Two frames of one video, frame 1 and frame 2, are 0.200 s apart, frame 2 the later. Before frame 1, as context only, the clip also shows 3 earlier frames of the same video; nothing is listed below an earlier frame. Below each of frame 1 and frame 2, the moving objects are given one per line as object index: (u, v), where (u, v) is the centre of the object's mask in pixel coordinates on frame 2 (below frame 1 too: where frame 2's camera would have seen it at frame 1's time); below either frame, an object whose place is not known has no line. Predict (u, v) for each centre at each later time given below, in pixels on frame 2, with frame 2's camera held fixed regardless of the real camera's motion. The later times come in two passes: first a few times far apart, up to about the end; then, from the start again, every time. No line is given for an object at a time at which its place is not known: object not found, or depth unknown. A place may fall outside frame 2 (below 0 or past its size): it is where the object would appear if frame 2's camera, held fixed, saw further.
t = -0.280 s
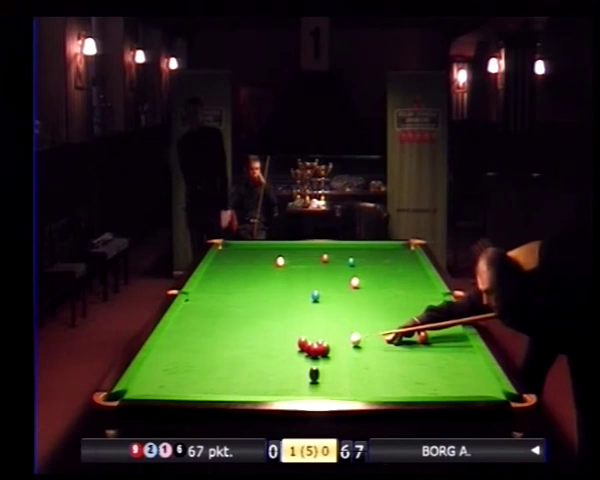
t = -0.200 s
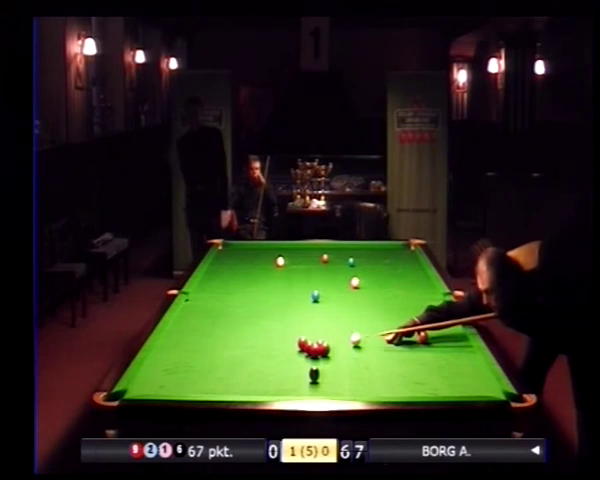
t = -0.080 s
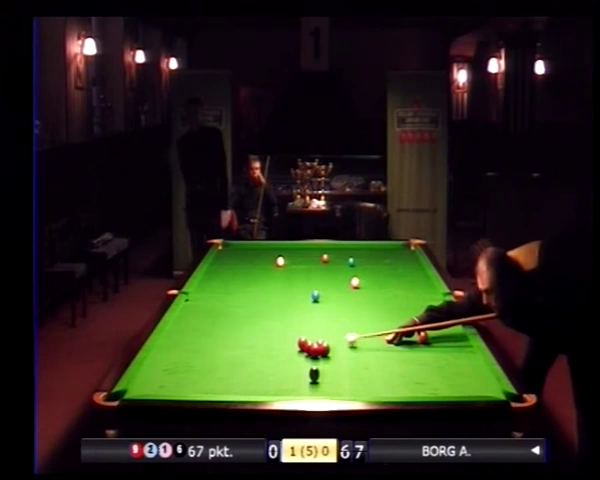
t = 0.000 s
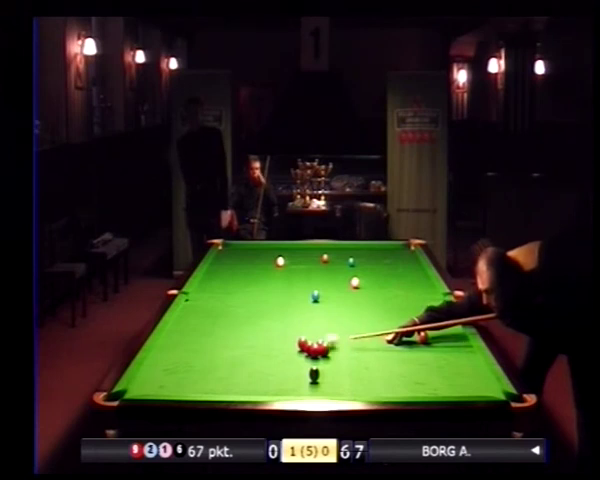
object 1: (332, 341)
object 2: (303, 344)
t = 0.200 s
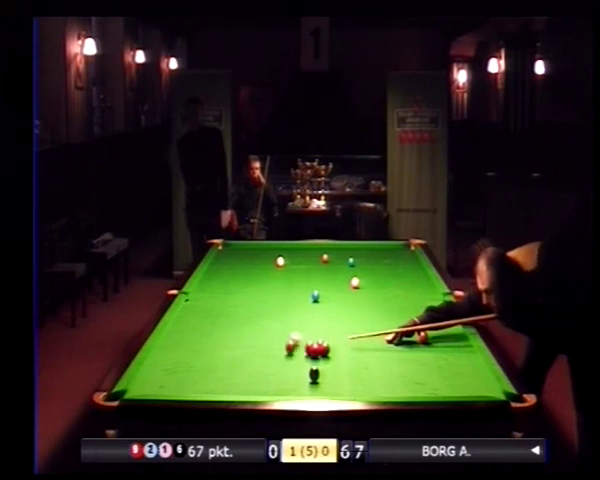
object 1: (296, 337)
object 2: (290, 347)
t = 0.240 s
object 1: (290, 335)
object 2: (286, 348)
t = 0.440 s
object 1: (263, 333)
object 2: (268, 354)
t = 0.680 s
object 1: (233, 328)
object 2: (247, 361)
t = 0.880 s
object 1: (209, 324)
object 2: (229, 367)
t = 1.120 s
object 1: (183, 320)
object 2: (207, 374)
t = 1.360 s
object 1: (194, 317)
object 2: (185, 381)
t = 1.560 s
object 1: (209, 314)
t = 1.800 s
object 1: (228, 312)
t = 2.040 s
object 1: (244, 310)
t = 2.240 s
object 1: (258, 308)
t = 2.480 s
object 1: (273, 306)
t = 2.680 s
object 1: (284, 304)
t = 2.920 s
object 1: (298, 303)
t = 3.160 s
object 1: (310, 301)
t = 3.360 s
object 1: (320, 300)
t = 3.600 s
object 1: (331, 299)
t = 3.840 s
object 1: (341, 298)
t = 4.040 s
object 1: (348, 297)
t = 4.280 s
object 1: (358, 295)
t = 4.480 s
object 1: (364, 294)
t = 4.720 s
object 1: (371, 293)
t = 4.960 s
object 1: (378, 292)
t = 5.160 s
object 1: (383, 291)
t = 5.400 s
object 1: (389, 291)
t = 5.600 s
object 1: (393, 290)
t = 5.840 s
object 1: (397, 290)
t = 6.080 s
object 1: (400, 289)
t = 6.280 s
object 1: (403, 289)
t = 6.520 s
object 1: (406, 289)
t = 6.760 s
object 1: (408, 288)
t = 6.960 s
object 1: (409, 288)
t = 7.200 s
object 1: (410, 288)
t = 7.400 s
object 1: (410, 288)
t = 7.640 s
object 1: (410, 288)
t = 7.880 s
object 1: (410, 288)
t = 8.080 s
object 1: (410, 288)
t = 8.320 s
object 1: (410, 288)
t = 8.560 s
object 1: (410, 288)
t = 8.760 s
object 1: (410, 288)
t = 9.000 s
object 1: (410, 288)
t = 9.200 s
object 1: (410, 288)
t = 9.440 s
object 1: (410, 288)
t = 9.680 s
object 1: (410, 288)
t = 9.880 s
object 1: (410, 288)
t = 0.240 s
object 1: (290, 335)
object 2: (286, 348)
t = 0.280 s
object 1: (285, 335)
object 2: (282, 349)
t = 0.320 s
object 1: (279, 335)
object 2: (279, 350)
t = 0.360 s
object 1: (274, 335)
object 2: (276, 352)
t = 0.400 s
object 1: (269, 334)
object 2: (272, 353)
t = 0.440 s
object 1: (263, 333)
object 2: (268, 354)
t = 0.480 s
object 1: (258, 332)
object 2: (264, 356)
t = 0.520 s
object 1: (253, 331)
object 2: (261, 357)
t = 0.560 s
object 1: (248, 330)
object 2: (258, 358)
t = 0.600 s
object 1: (243, 330)
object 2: (254, 359)
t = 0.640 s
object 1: (238, 329)
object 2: (250, 360)
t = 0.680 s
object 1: (233, 328)
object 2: (247, 361)
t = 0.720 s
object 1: (228, 327)
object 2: (244, 362)
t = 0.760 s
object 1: (224, 327)
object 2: (240, 364)
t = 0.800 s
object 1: (218, 326)
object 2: (236, 365)
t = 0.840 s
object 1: (214, 325)
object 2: (233, 366)
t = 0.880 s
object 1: (209, 324)
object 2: (229, 367)
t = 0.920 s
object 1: (205, 324)
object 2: (226, 368)
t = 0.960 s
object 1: (200, 323)
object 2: (222, 369)
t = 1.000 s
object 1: (196, 322)
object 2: (218, 371)
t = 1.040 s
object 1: (192, 322)
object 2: (214, 372)
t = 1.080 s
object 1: (187, 321)
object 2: (211, 372)
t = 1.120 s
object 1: (183, 320)
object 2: (207, 374)
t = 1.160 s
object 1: (179, 319)
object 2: (204, 375)
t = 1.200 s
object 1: (180, 319)
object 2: (200, 376)
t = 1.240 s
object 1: (184, 318)
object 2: (196, 377)
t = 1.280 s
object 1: (187, 318)
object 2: (193, 379)
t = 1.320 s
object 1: (191, 317)
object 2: (189, 380)
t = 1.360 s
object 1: (194, 317)
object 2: (185, 381)
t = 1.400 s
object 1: (197, 316)
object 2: (182, 382)
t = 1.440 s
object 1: (200, 316)
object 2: (178, 383)
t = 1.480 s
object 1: (203, 315)
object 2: (174, 384)
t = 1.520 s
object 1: (206, 315)
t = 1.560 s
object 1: (209, 314)
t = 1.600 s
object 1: (213, 314)
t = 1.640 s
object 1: (216, 314)
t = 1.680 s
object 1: (219, 313)
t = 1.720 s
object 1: (222, 313)
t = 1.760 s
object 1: (224, 313)
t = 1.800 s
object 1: (228, 312)
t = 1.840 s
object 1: (230, 312)
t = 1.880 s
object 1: (233, 311)
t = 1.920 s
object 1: (236, 311)
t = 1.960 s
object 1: (239, 311)
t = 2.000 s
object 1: (241, 310)
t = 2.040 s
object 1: (244, 310)
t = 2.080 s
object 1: (247, 309)
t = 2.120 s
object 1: (250, 309)
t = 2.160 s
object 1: (253, 309)
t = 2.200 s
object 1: (255, 309)
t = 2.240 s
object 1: (258, 308)
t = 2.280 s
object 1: (261, 308)
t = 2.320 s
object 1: (263, 307)
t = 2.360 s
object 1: (265, 307)
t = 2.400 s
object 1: (268, 307)
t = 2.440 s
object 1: (271, 306)
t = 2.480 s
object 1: (273, 306)
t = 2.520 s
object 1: (275, 306)
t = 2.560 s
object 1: (277, 306)
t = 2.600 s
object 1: (280, 305)
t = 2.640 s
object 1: (282, 305)
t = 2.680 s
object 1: (284, 304)
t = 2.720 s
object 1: (287, 304)
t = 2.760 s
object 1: (289, 304)
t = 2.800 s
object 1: (292, 304)
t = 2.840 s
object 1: (293, 303)
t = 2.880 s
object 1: (296, 303)
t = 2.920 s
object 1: (298, 303)
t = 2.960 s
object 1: (300, 302)
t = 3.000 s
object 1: (302, 302)
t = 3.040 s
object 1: (304, 302)
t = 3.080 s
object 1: (306, 302)
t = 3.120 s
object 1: (308, 301)
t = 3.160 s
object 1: (310, 301)
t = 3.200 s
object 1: (311, 301)
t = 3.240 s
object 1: (314, 301)
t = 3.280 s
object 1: (316, 300)
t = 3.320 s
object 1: (318, 300)
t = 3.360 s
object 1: (320, 300)
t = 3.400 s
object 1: (322, 299)
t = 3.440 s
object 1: (324, 299)
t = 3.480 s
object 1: (325, 299)
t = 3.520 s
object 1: (327, 299)
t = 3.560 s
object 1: (329, 299)
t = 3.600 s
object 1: (331, 299)
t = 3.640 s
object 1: (333, 299)
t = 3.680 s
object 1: (334, 298)
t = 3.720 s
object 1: (336, 298)
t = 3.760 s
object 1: (338, 298)
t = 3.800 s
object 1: (339, 298)
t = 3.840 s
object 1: (341, 298)
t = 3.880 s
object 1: (342, 298)
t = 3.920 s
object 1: (344, 297)
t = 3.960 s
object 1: (346, 297)
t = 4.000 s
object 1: (347, 297)
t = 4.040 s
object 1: (348, 297)
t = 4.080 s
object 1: (350, 297)
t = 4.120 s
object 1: (352, 296)
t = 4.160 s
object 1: (353, 296)
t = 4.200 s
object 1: (355, 295)
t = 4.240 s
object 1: (356, 294)
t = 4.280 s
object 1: (358, 295)
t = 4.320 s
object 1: (359, 294)
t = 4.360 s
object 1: (360, 294)
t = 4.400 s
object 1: (362, 294)
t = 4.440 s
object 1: (362, 294)
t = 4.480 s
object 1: (364, 294)
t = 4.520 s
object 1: (365, 294)
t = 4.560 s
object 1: (366, 294)
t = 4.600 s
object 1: (368, 293)
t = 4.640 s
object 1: (369, 293)
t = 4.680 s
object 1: (370, 293)
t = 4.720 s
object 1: (371, 293)
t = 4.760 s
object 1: (372, 293)
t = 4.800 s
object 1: (374, 293)
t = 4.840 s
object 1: (375, 293)
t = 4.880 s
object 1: (376, 292)
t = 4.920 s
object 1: (377, 292)
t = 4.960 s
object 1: (378, 292)
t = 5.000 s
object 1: (379, 292)
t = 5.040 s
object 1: (380, 292)
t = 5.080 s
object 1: (381, 292)
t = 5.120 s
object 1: (382, 292)
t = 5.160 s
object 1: (383, 291)
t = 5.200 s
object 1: (384, 291)
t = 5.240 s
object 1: (385, 291)
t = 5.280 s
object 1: (386, 291)
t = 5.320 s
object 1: (387, 291)
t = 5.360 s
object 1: (387, 291)
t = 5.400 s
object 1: (389, 291)
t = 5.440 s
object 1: (389, 291)
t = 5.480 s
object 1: (390, 290)
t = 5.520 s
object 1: (391, 290)
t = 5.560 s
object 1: (392, 290)
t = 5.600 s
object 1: (393, 290)
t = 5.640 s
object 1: (394, 290)
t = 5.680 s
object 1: (394, 290)
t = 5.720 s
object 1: (395, 290)
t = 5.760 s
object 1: (395, 289)
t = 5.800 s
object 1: (396, 290)
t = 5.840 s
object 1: (397, 290)
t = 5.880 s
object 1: (398, 290)
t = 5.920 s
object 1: (398, 289)
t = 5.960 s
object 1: (399, 289)
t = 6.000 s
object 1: (399, 289)
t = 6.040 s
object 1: (400, 289)
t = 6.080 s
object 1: (400, 289)
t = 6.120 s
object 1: (401, 289)
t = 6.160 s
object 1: (402, 289)
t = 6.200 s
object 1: (402, 289)
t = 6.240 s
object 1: (403, 289)
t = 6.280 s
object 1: (403, 289)
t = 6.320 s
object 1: (404, 289)
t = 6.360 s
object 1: (404, 289)
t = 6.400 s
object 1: (405, 289)
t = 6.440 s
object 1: (405, 289)
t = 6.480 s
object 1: (406, 289)
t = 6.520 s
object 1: (406, 289)
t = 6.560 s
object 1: (406, 288)
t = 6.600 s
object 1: (407, 288)
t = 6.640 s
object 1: (407, 289)
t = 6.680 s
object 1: (407, 288)
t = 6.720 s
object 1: (407, 288)
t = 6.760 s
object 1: (408, 288)
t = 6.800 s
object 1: (408, 288)
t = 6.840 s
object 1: (408, 288)
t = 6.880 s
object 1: (409, 288)
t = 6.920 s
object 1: (409, 288)
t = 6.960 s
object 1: (409, 288)
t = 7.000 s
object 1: (409, 288)
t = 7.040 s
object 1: (409, 288)
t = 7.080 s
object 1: (410, 288)
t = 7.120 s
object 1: (410, 288)
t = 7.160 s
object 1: (410, 288)
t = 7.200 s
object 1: (410, 288)
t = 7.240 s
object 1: (410, 288)
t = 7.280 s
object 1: (410, 288)
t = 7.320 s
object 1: (410, 288)
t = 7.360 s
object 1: (410, 288)
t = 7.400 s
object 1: (410, 288)
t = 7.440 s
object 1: (410, 288)
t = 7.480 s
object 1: (410, 288)
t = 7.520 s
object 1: (410, 288)
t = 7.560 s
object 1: (410, 288)
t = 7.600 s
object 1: (410, 288)
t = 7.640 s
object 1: (410, 288)
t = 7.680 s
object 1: (410, 288)
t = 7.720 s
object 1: (410, 288)
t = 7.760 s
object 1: (410, 288)
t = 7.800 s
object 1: (410, 288)
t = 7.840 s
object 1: (410, 288)
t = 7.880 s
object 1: (410, 288)
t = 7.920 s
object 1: (410, 288)
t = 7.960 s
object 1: (410, 288)
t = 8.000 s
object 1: (410, 288)
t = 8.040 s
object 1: (410, 288)
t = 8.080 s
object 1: (410, 288)
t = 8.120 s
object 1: (410, 288)
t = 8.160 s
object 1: (410, 288)
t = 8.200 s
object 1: (410, 288)
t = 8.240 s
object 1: (410, 288)
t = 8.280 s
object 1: (410, 288)
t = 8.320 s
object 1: (410, 288)
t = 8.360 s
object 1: (410, 288)
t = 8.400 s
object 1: (410, 288)
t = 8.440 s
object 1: (410, 288)
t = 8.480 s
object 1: (410, 288)
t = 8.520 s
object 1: (410, 288)
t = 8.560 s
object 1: (410, 288)
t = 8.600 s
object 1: (410, 288)
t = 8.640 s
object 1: (410, 288)
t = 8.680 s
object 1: (410, 288)
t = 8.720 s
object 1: (410, 288)
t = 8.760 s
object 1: (410, 288)
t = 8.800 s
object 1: (410, 288)
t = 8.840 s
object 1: (410, 288)
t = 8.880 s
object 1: (410, 288)
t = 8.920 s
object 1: (410, 288)
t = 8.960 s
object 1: (410, 288)
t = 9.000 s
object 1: (410, 288)
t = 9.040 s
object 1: (410, 288)
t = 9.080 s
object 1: (410, 288)
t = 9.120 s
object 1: (410, 288)
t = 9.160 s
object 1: (410, 288)
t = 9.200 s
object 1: (410, 288)
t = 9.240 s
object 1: (410, 288)
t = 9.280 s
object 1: (410, 288)
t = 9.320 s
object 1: (410, 288)
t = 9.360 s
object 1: (410, 288)
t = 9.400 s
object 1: (410, 288)
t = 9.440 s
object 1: (410, 288)
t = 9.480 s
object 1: (410, 288)
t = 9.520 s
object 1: (410, 288)
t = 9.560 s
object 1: (410, 288)
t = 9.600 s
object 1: (410, 288)
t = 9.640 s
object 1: (410, 288)
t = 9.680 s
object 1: (410, 288)
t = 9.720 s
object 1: (410, 288)
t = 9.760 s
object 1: (410, 288)
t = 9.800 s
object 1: (410, 288)
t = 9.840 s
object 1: (410, 288)
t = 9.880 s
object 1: (410, 288)
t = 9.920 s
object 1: (410, 288)
